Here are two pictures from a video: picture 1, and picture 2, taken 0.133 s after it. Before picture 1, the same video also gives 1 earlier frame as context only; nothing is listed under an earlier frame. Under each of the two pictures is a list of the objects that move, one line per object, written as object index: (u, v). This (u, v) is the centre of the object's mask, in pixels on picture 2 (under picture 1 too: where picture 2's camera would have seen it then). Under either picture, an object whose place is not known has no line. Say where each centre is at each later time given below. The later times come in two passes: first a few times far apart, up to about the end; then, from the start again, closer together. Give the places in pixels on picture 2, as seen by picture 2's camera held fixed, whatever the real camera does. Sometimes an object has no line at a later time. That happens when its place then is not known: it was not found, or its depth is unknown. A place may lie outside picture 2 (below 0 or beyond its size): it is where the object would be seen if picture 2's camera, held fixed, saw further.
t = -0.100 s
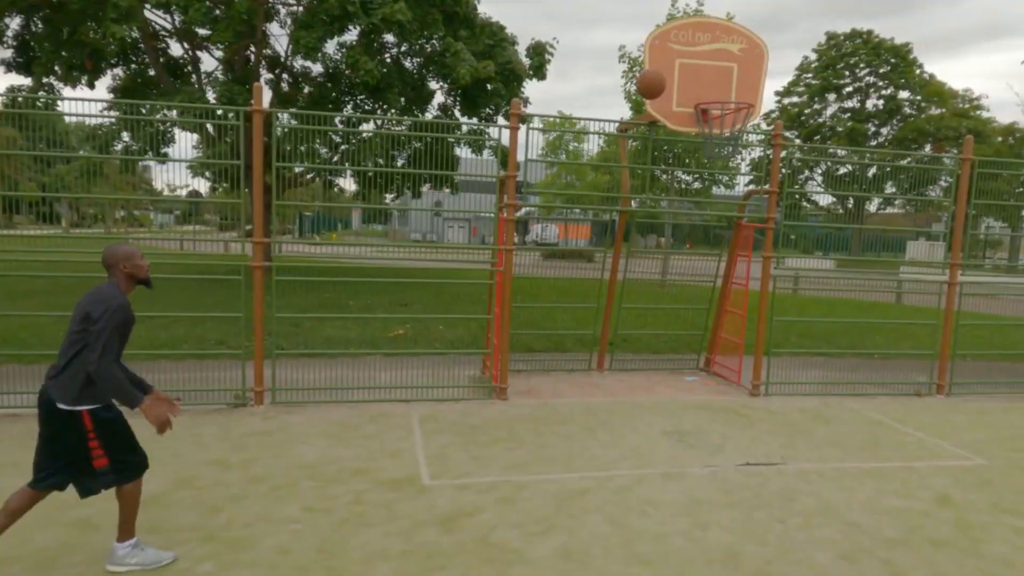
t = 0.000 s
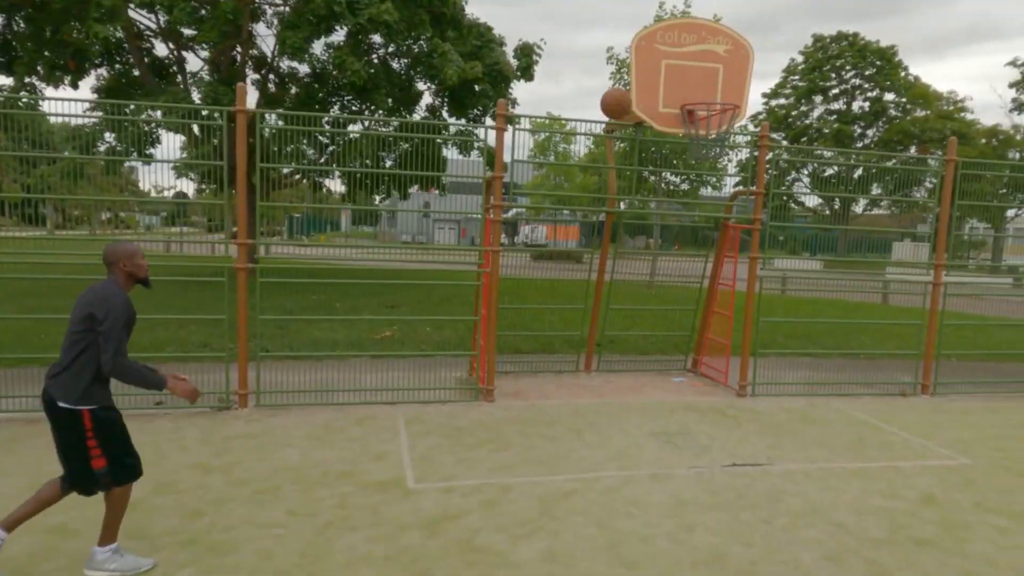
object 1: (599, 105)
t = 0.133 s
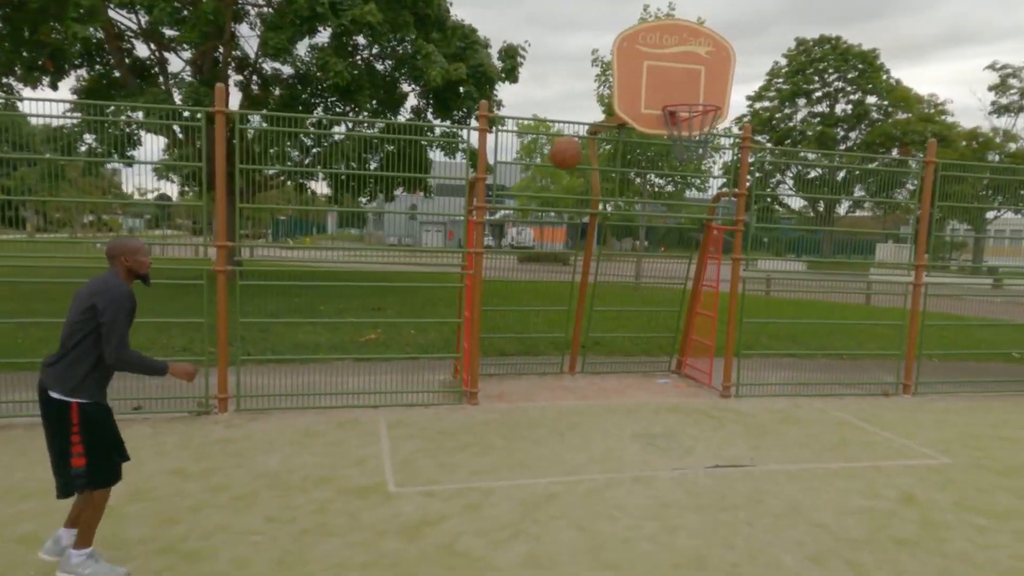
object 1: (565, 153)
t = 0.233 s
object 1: (538, 210)
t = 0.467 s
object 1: (459, 426)
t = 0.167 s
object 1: (556, 170)
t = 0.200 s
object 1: (547, 188)
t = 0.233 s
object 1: (538, 210)
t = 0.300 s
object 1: (516, 259)
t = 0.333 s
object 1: (505, 287)
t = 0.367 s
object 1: (494, 317)
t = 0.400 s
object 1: (482, 351)
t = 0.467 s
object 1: (459, 426)
